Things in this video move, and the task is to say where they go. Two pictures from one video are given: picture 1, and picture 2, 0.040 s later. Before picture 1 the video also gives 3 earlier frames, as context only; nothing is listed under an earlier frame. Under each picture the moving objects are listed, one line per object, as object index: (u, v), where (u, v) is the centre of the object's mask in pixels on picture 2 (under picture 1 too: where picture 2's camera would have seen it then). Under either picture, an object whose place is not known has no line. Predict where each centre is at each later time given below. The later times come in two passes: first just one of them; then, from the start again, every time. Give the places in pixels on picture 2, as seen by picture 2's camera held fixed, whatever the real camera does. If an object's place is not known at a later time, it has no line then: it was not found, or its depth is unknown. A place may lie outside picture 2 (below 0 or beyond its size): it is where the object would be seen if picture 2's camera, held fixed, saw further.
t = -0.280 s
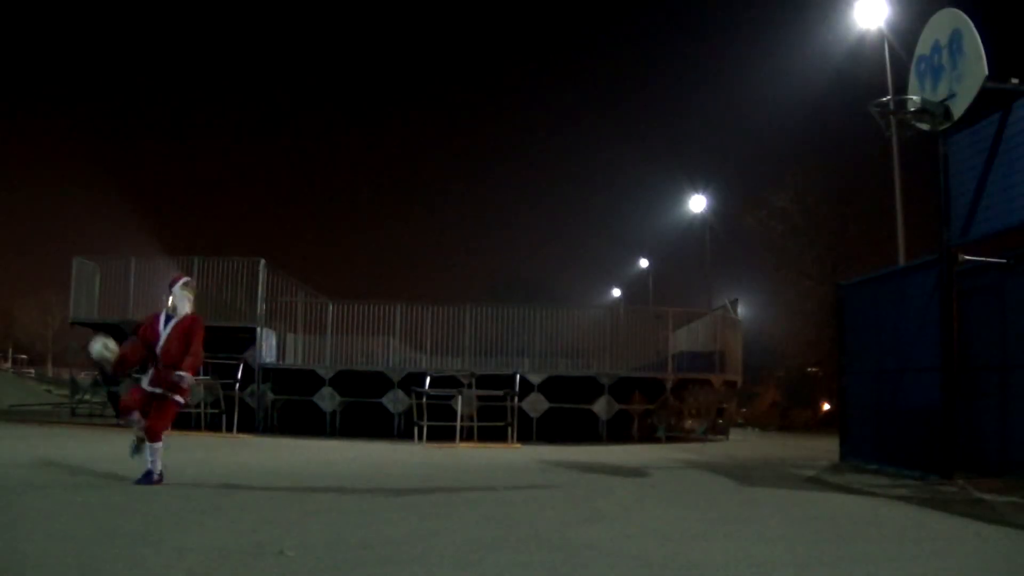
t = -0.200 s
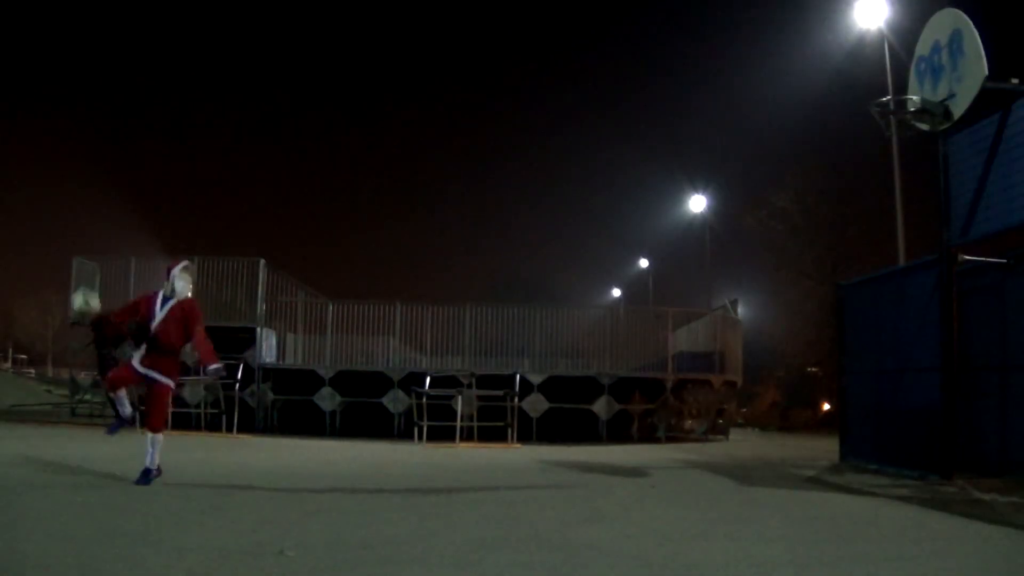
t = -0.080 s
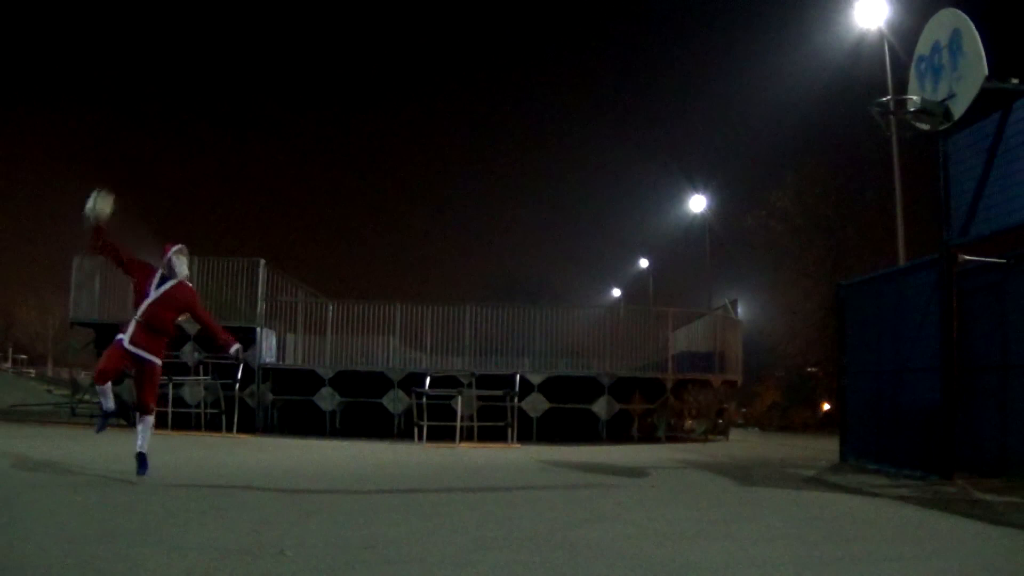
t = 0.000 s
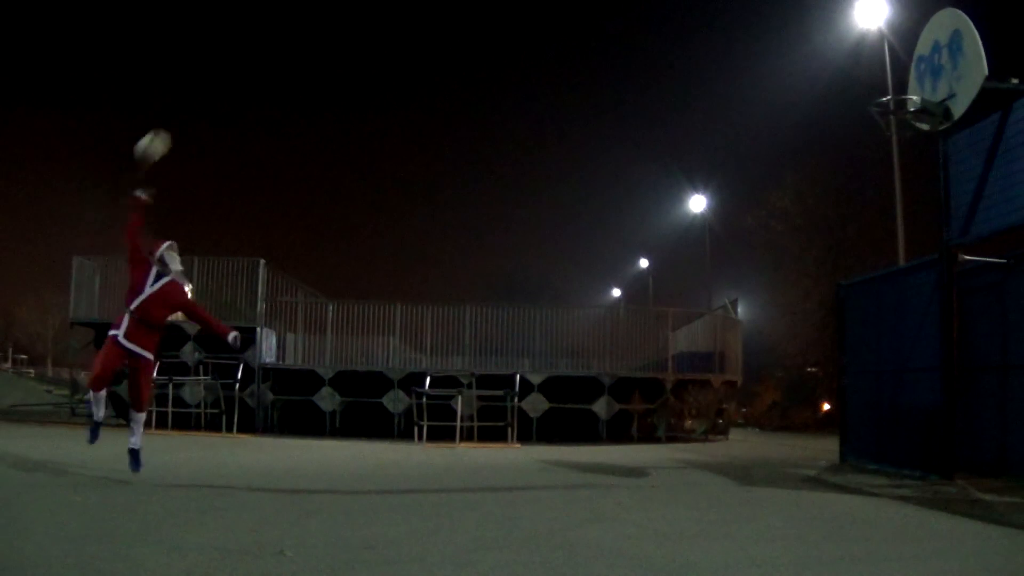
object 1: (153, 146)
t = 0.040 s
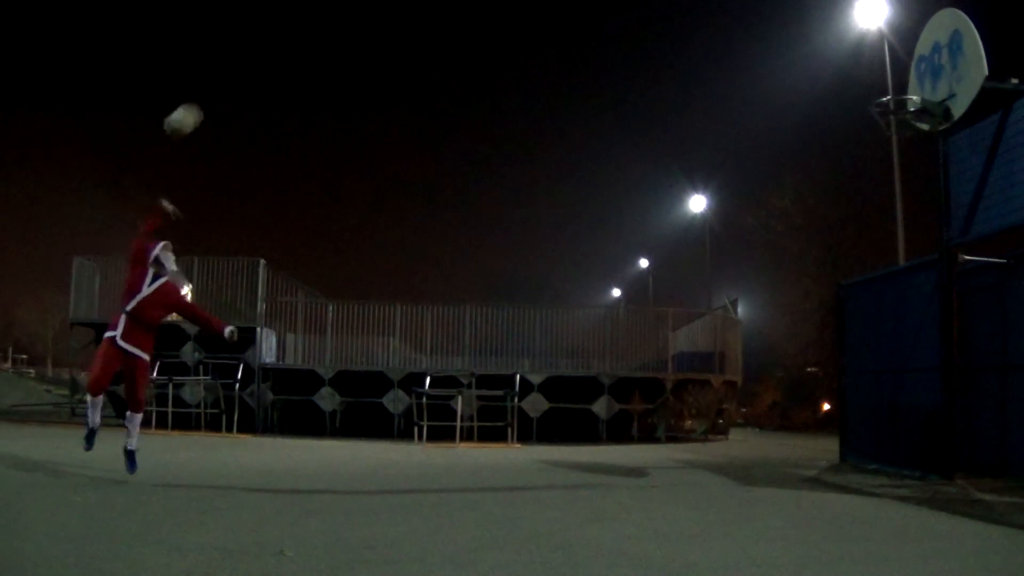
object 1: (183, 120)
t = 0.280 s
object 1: (366, 9)
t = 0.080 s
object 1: (214, 95)
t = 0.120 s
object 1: (245, 74)
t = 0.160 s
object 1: (276, 53)
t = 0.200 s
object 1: (306, 36)
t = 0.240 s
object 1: (337, 20)
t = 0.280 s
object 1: (366, 9)
